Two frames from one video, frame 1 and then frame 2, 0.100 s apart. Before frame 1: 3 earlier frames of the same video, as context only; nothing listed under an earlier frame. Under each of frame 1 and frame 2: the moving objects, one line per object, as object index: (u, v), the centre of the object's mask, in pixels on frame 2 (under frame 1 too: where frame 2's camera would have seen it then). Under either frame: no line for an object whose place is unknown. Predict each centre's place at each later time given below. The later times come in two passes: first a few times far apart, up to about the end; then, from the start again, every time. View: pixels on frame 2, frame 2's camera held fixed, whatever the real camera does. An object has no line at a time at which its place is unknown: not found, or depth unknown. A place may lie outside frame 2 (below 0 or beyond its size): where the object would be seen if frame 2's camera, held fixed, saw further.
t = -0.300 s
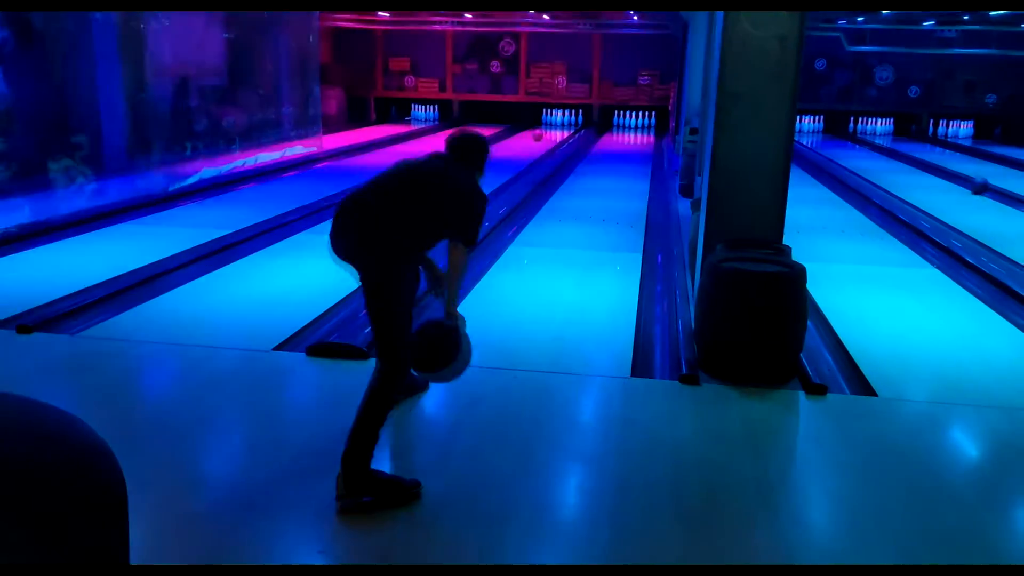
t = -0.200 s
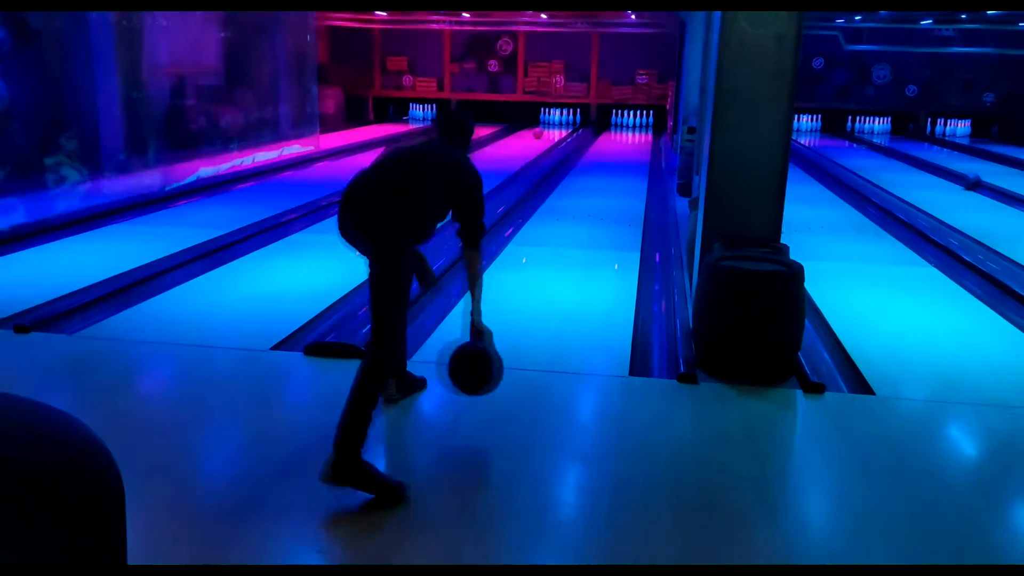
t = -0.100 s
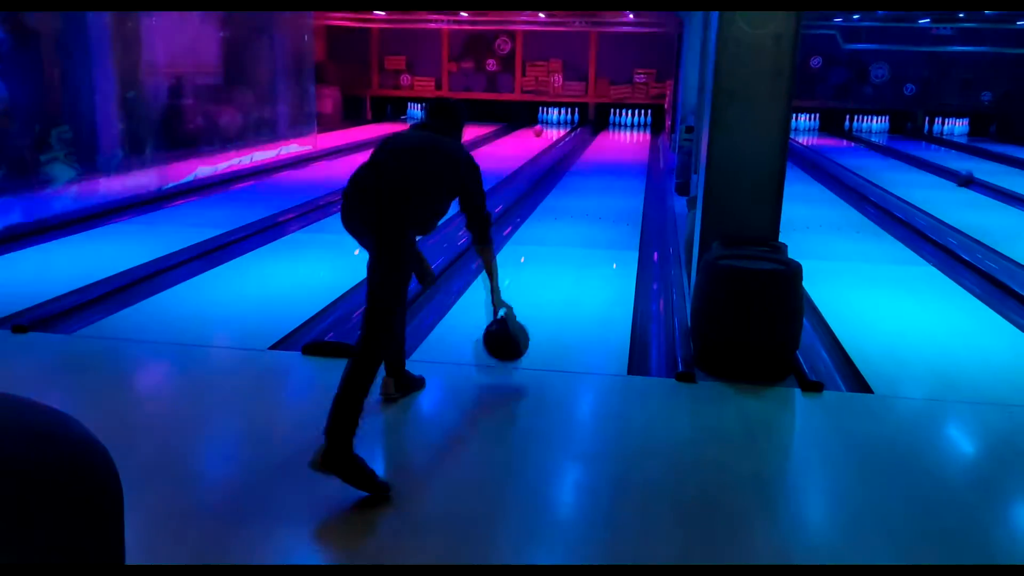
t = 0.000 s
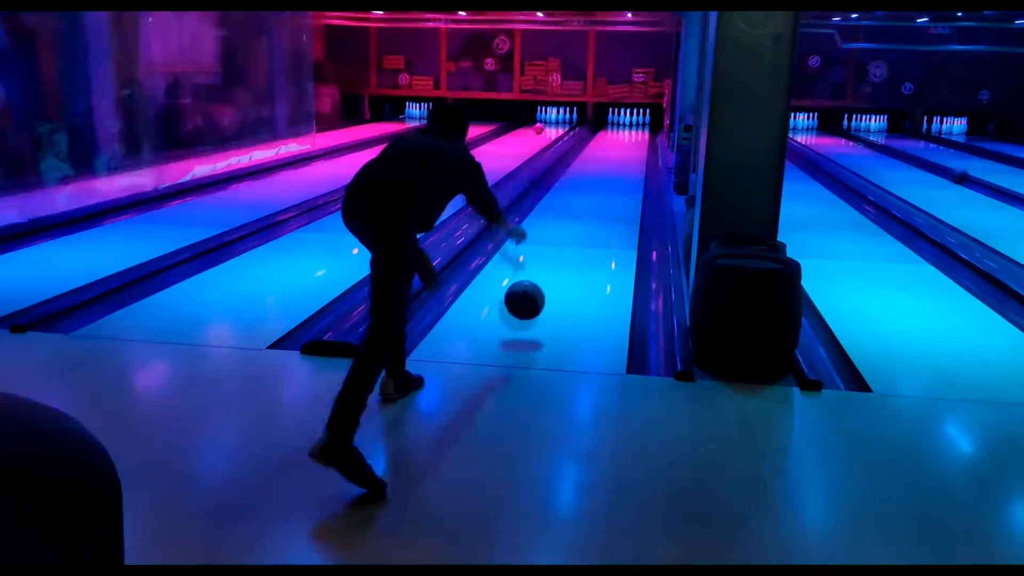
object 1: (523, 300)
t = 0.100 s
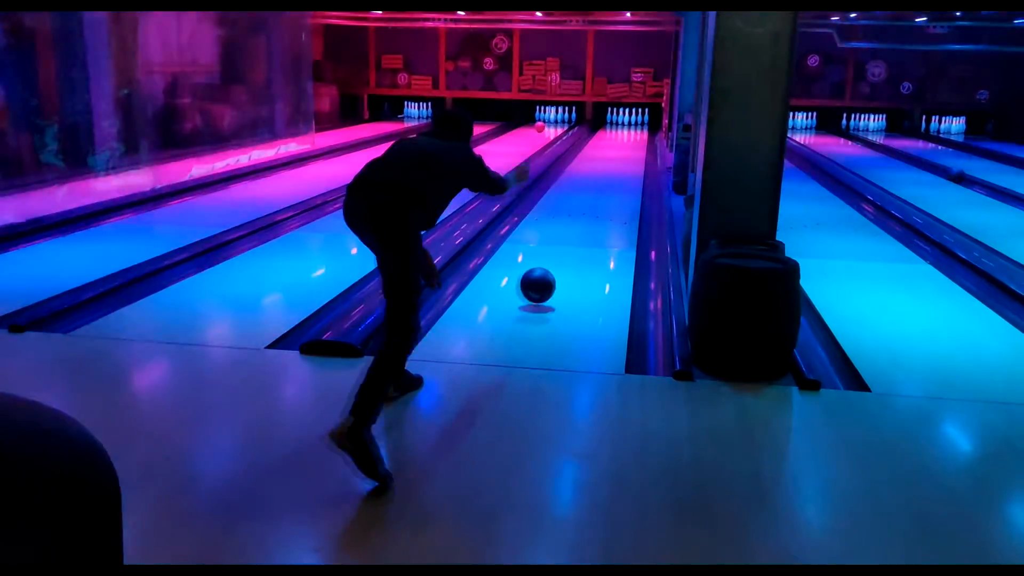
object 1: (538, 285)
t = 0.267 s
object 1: (555, 255)
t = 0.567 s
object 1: (576, 214)
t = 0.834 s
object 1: (586, 192)
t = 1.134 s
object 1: (594, 174)
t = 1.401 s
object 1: (598, 164)
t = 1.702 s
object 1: (602, 155)
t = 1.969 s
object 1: (605, 148)
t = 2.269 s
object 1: (607, 142)
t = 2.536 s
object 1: (609, 137)
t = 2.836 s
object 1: (611, 132)
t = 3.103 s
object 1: (613, 128)
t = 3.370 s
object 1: (614, 125)
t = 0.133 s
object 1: (541, 283)
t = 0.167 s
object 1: (545, 274)
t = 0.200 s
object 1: (549, 268)
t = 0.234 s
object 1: (552, 261)
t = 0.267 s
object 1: (555, 255)
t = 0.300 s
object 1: (558, 249)
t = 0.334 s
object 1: (561, 243)
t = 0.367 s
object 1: (564, 238)
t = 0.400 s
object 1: (566, 233)
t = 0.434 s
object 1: (568, 229)
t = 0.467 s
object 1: (570, 225)
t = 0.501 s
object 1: (572, 221)
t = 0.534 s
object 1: (574, 217)
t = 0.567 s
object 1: (576, 214)
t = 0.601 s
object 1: (577, 210)
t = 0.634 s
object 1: (579, 207)
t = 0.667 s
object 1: (580, 204)
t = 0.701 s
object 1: (581, 202)
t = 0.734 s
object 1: (583, 199)
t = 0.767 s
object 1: (584, 197)
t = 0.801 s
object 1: (585, 194)
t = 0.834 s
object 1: (586, 192)
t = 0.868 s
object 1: (587, 190)
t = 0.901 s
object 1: (588, 187)
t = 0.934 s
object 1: (589, 185)
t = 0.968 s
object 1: (590, 183)
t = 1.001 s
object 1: (591, 182)
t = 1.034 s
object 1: (592, 180)
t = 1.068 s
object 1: (592, 178)
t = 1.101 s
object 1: (593, 176)
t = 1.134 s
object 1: (594, 174)
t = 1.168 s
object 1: (595, 173)
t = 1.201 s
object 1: (595, 172)
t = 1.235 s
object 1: (596, 171)
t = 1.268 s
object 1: (596, 169)
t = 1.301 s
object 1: (597, 168)
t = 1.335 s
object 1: (597, 167)
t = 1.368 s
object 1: (598, 166)
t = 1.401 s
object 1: (598, 164)
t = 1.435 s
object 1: (599, 163)
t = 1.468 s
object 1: (599, 162)
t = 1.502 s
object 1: (600, 161)
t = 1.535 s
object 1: (600, 160)
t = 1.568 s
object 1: (601, 159)
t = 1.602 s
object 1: (601, 158)
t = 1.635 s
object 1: (601, 157)
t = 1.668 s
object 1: (602, 156)
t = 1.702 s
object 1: (602, 155)
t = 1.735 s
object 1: (603, 154)
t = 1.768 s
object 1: (603, 153)
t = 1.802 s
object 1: (603, 152)
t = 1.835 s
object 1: (603, 152)
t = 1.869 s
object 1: (604, 151)
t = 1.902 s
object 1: (604, 150)
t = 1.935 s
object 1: (604, 149)
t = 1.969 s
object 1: (605, 148)
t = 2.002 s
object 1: (605, 147)
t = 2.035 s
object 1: (605, 147)
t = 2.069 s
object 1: (606, 146)
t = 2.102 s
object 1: (606, 145)
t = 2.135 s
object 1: (606, 144)
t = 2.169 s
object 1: (607, 144)
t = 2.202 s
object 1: (607, 143)
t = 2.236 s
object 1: (607, 142)
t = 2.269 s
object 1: (607, 142)
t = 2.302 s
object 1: (607, 141)
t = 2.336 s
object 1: (608, 140)
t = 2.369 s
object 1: (608, 140)
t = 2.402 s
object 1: (608, 139)
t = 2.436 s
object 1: (609, 139)
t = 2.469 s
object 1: (609, 138)
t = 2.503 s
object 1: (609, 137)
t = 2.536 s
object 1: (609, 137)
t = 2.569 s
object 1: (610, 136)
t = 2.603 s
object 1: (610, 136)
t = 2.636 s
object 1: (610, 135)
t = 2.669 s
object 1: (610, 135)
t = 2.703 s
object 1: (611, 134)
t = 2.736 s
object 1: (611, 133)
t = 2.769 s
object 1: (611, 133)
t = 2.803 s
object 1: (611, 132)
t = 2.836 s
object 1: (611, 132)
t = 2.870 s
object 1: (612, 131)
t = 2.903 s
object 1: (612, 131)
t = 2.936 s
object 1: (612, 130)
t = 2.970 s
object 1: (612, 130)
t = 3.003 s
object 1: (613, 129)
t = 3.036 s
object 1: (613, 129)
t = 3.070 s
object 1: (613, 128)
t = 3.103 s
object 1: (613, 128)
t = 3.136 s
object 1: (614, 128)
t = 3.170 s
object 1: (614, 127)
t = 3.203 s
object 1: (614, 127)
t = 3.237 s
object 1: (614, 126)
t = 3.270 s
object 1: (614, 126)
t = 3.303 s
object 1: (614, 126)
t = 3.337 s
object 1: (614, 126)
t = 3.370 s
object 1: (614, 125)
